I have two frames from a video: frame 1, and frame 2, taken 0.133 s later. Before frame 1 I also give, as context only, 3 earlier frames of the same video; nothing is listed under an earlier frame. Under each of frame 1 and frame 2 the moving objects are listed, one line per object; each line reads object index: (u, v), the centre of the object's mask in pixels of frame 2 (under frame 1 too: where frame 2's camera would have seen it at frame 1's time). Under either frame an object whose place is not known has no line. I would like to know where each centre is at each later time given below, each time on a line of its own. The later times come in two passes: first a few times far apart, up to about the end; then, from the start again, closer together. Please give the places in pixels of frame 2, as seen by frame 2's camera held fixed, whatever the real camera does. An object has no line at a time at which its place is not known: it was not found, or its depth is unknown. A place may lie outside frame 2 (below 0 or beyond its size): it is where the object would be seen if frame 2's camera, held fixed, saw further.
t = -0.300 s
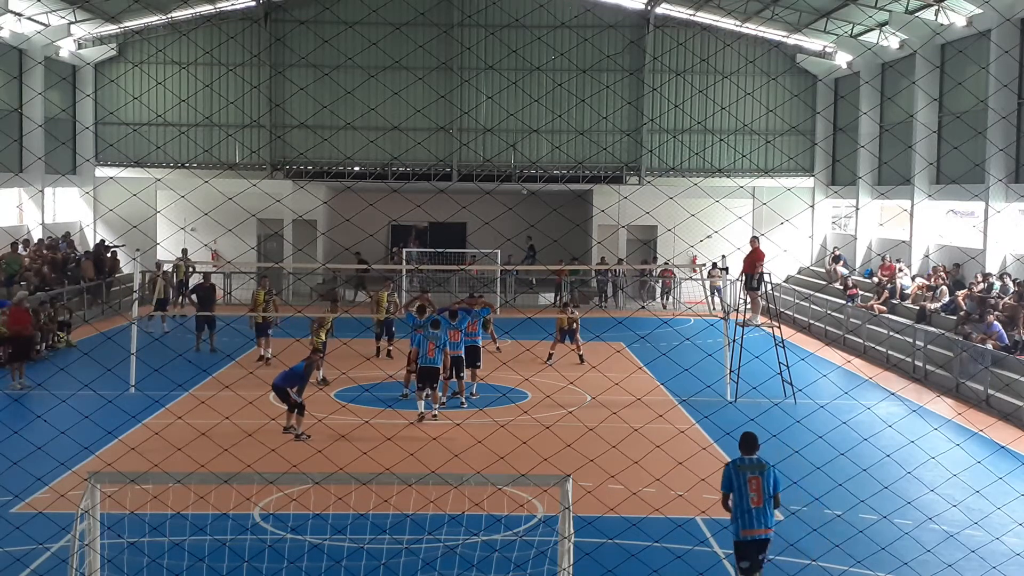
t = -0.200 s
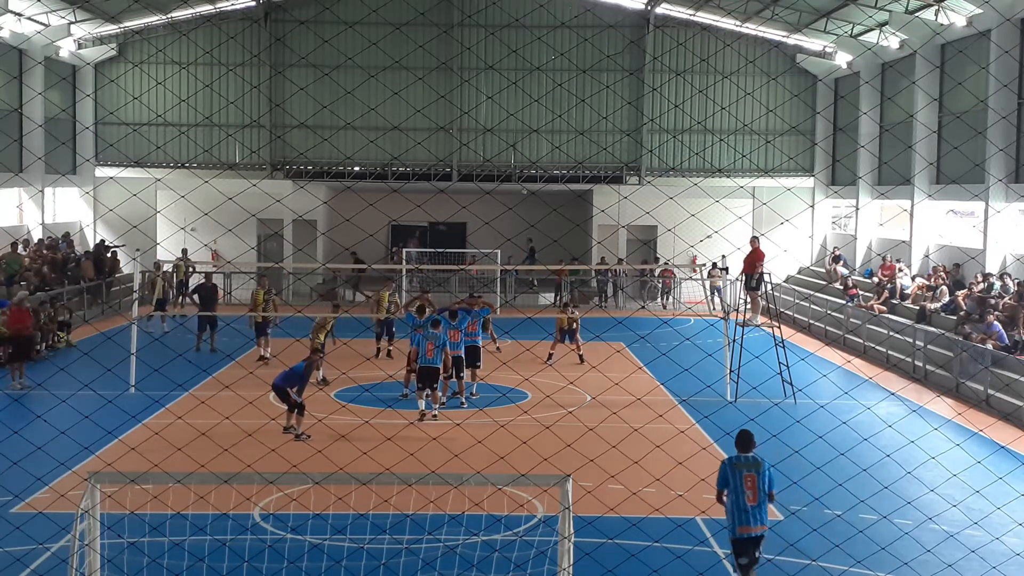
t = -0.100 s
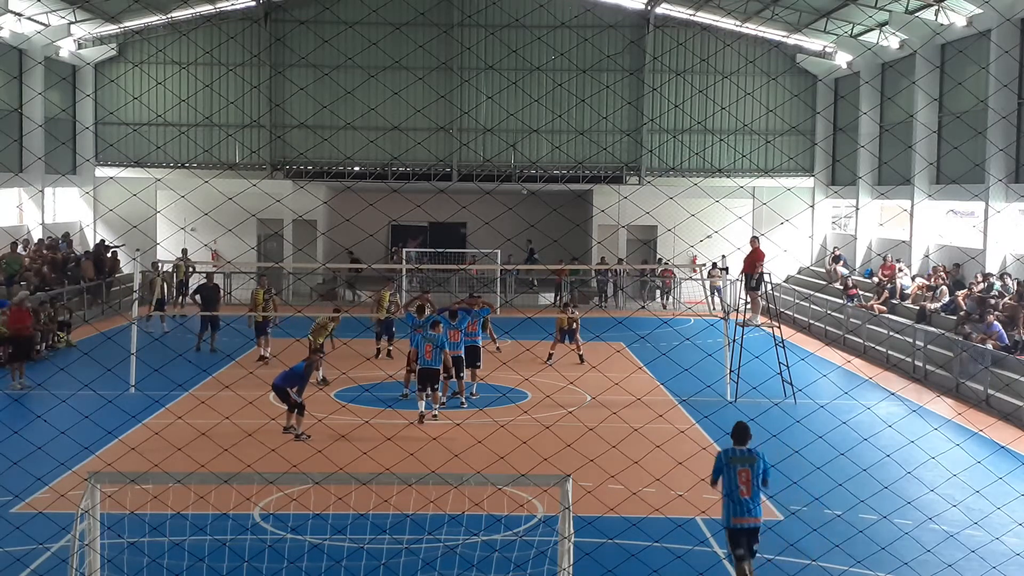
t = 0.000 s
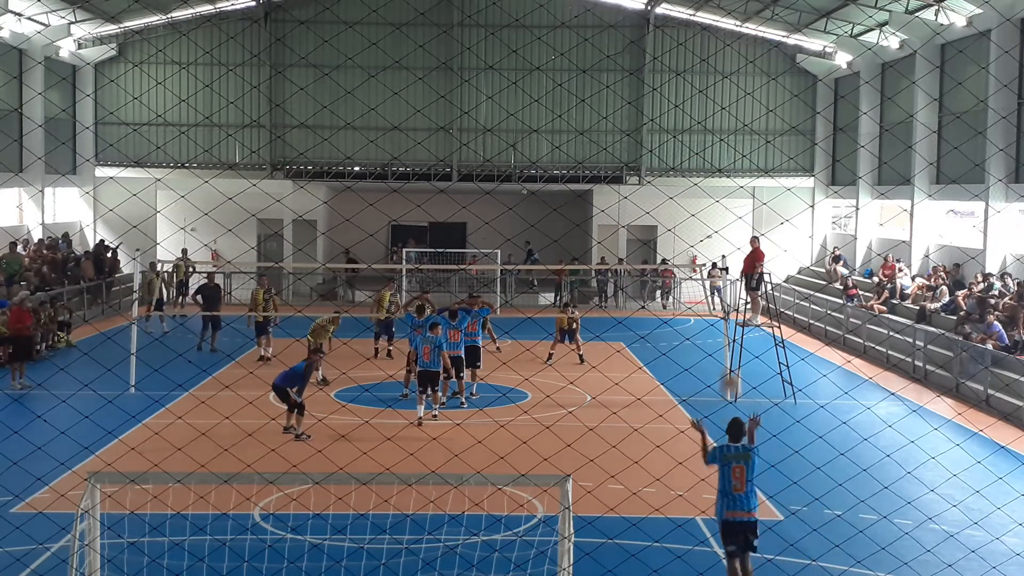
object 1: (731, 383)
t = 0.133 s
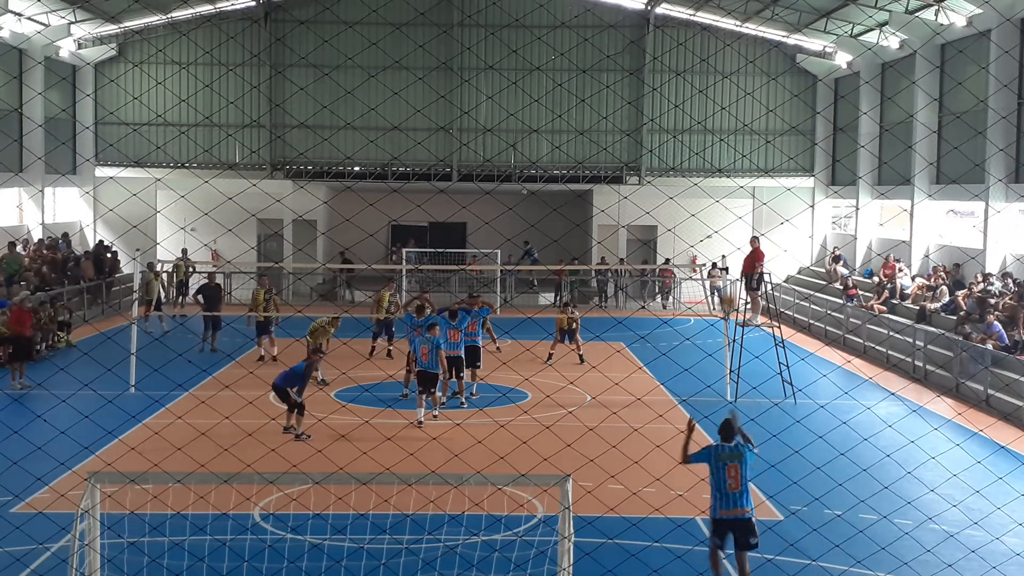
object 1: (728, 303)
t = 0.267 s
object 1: (725, 238)
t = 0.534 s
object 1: (724, 175)
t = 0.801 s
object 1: (720, 180)
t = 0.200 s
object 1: (727, 269)
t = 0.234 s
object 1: (725, 252)
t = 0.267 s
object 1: (725, 238)
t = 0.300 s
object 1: (725, 227)
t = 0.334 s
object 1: (724, 216)
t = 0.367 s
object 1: (725, 206)
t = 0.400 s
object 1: (724, 197)
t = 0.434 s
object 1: (724, 190)
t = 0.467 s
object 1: (723, 184)
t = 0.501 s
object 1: (724, 179)
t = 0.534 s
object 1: (724, 175)
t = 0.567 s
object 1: (723, 172)
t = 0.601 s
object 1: (722, 171)
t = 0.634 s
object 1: (722, 170)
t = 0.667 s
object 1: (721, 170)
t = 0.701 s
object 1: (721, 171)
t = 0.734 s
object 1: (720, 173)
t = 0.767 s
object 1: (720, 176)
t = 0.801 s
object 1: (720, 180)
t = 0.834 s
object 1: (718, 186)
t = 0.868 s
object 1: (717, 191)
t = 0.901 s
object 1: (717, 199)
